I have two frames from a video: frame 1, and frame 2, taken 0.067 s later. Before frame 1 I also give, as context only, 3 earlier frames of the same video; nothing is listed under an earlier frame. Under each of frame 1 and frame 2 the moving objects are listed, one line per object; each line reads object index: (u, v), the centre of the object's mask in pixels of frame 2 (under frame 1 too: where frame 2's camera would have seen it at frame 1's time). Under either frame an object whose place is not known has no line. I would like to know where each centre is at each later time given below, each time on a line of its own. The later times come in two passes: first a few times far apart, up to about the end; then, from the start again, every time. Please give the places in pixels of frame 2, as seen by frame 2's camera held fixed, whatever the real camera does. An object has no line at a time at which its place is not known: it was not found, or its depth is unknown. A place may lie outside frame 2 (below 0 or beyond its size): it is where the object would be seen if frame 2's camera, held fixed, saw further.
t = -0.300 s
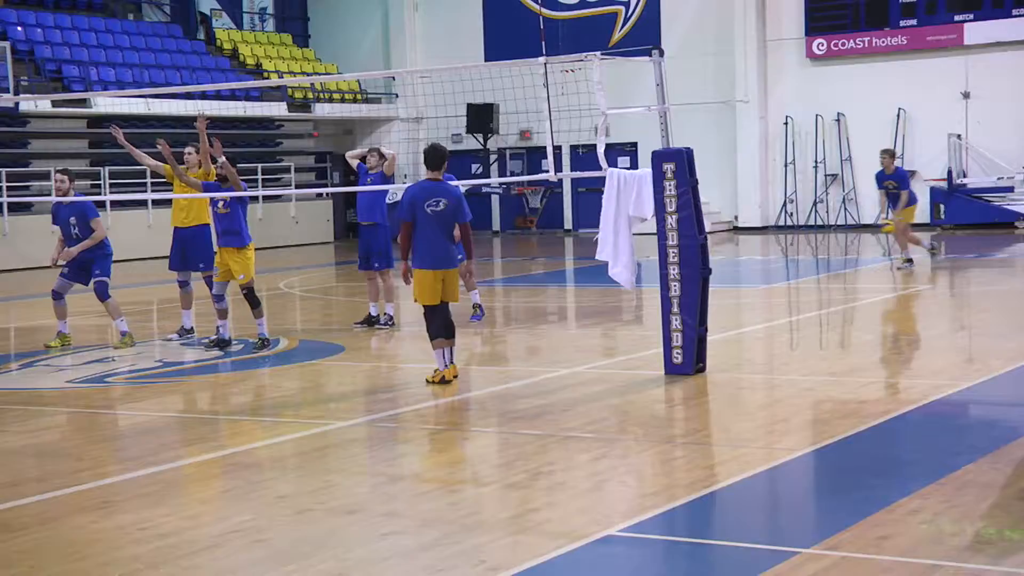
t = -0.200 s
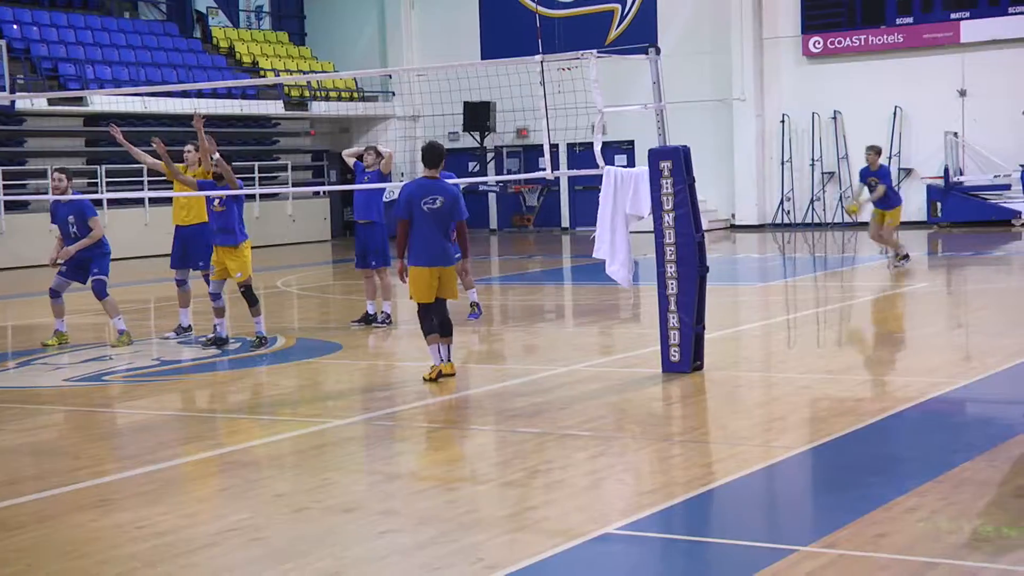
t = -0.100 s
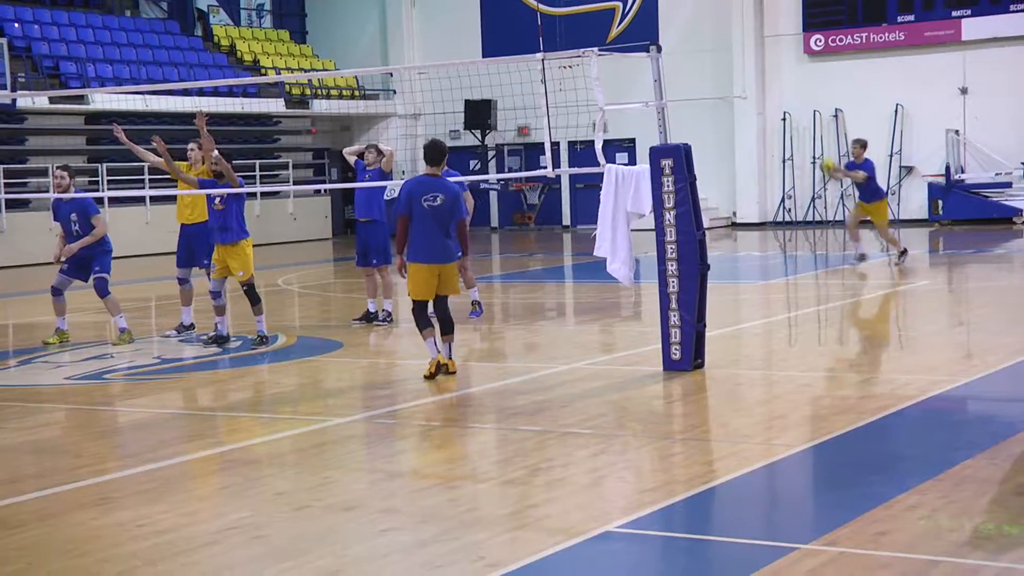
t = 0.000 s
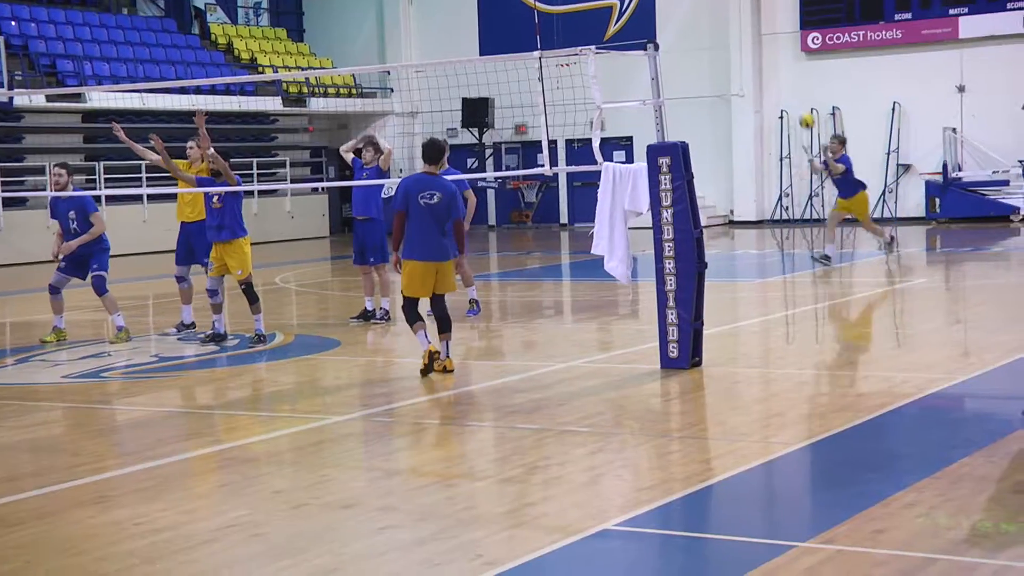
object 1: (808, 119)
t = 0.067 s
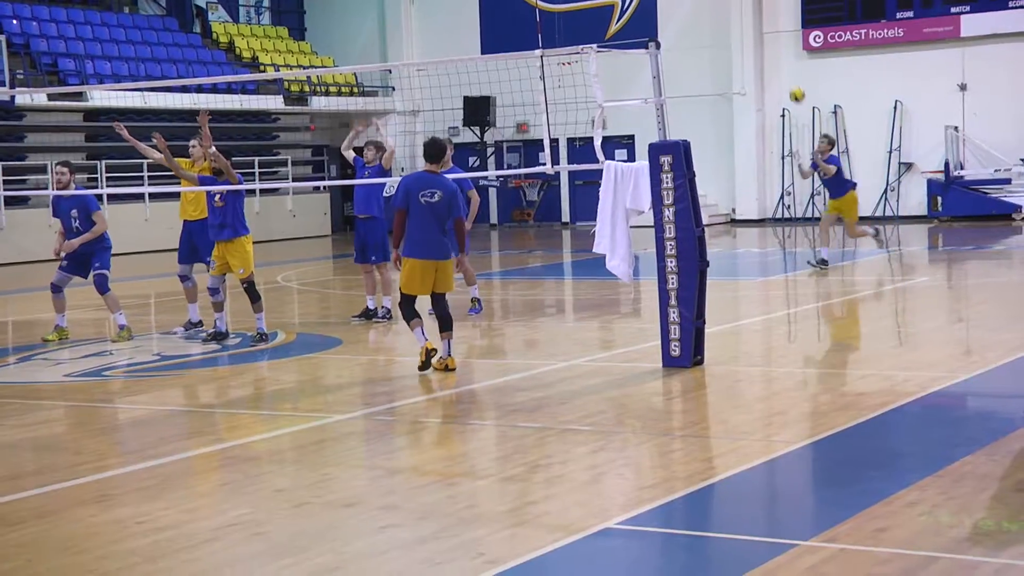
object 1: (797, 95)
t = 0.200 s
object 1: (774, 55)
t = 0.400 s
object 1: (739, 20)
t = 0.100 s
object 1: (791, 84)
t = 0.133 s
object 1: (785, 74)
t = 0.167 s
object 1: (779, 64)
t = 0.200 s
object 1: (774, 55)
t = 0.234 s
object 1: (768, 47)
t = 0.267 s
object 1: (762, 40)
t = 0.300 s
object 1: (756, 33)
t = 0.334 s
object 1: (750, 28)
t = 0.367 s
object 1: (745, 24)
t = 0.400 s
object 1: (739, 20)
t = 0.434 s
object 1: (734, 17)
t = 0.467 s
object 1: (728, 15)
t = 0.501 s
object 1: (722, 14)
